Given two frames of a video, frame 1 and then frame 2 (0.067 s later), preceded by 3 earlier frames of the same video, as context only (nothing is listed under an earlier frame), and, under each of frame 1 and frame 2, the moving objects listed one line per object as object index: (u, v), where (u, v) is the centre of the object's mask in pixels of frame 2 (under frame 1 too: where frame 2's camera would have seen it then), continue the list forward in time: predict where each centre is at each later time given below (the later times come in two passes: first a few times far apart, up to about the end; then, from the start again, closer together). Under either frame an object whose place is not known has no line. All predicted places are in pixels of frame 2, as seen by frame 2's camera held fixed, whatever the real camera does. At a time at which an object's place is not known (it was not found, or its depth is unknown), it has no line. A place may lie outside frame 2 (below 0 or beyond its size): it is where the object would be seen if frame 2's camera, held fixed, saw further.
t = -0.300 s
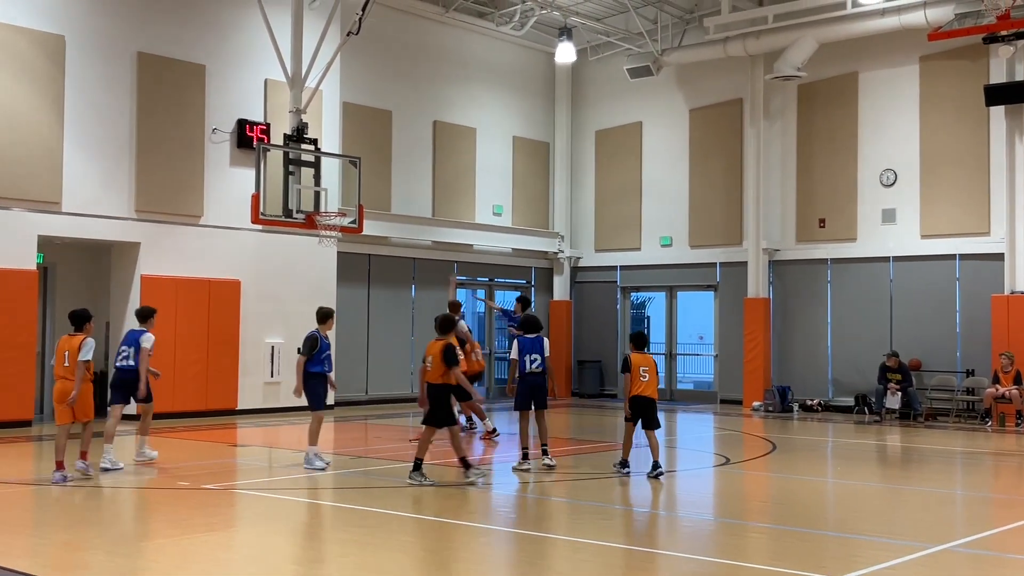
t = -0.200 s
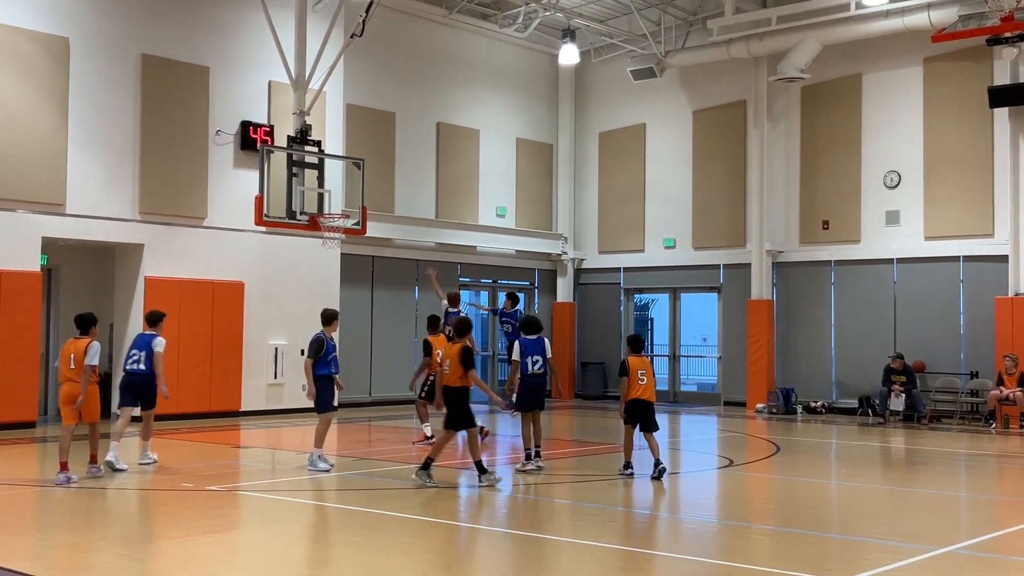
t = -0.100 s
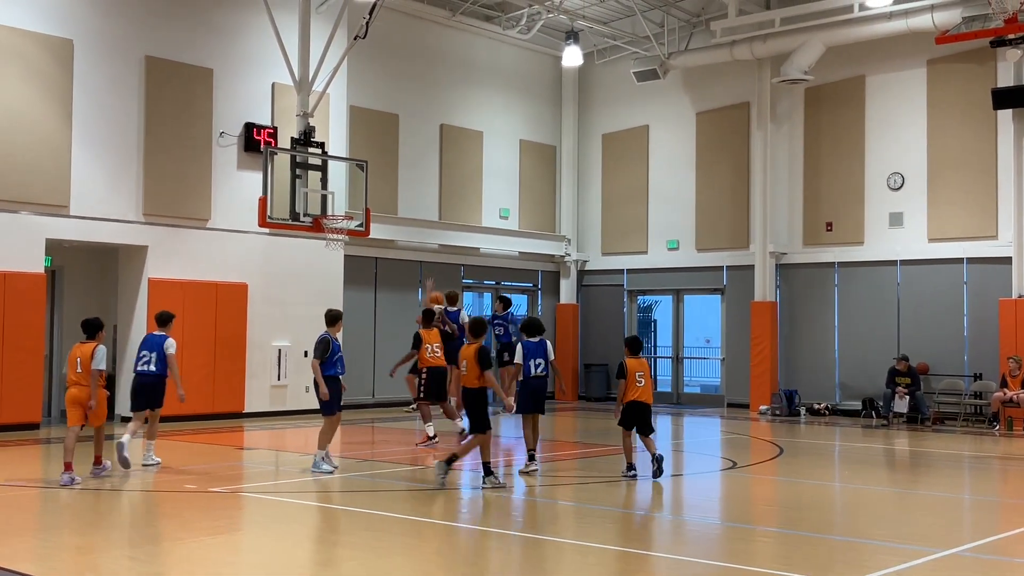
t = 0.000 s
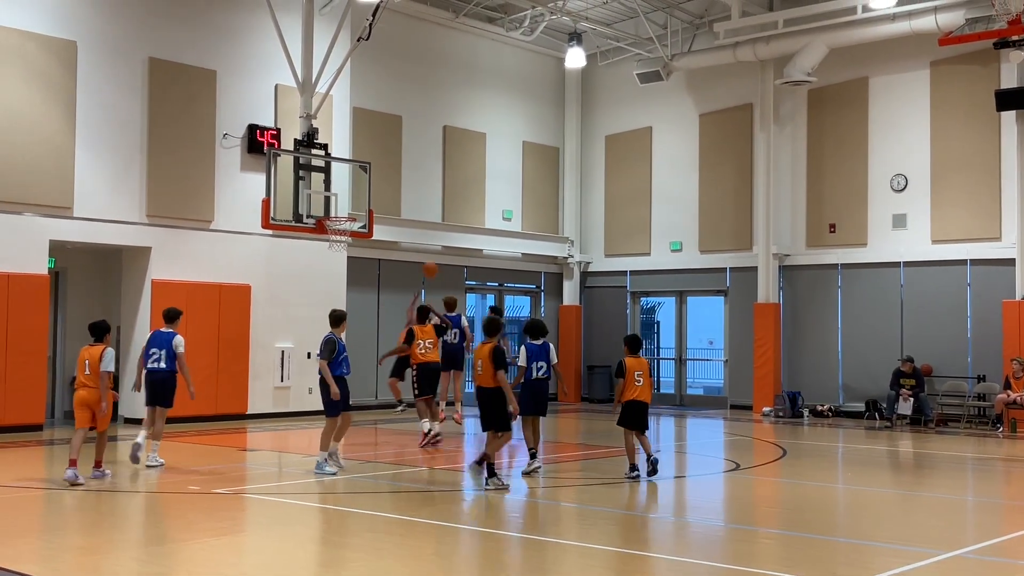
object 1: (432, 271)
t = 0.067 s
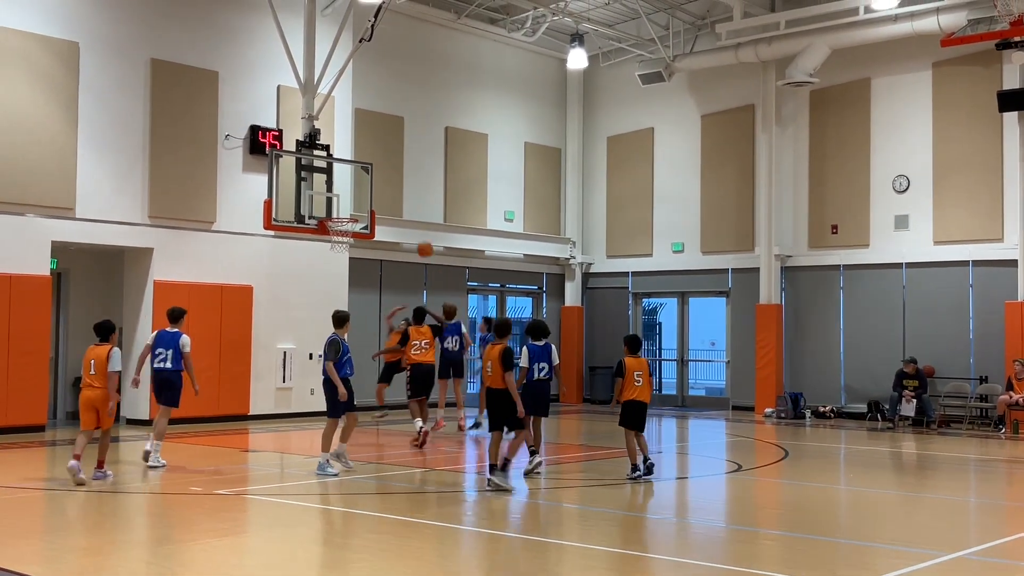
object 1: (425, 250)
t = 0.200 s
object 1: (411, 216)
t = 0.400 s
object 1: (390, 188)
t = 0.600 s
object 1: (371, 184)
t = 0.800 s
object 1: (348, 205)
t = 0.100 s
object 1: (421, 240)
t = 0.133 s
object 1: (418, 232)
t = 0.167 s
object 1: (415, 223)
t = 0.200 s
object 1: (411, 216)
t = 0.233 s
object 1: (408, 210)
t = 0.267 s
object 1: (404, 204)
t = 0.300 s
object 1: (401, 198)
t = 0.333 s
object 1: (397, 194)
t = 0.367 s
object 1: (394, 191)
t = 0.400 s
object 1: (390, 188)
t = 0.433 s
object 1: (386, 185)
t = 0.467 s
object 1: (382, 184)
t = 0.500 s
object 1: (379, 183)
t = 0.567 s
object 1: (375, 183)
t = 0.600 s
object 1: (371, 184)
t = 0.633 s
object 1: (367, 185)
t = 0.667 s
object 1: (364, 188)
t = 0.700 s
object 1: (360, 191)
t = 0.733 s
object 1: (356, 195)
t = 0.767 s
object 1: (352, 199)
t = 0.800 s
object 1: (348, 205)
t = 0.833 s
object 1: (344, 211)
